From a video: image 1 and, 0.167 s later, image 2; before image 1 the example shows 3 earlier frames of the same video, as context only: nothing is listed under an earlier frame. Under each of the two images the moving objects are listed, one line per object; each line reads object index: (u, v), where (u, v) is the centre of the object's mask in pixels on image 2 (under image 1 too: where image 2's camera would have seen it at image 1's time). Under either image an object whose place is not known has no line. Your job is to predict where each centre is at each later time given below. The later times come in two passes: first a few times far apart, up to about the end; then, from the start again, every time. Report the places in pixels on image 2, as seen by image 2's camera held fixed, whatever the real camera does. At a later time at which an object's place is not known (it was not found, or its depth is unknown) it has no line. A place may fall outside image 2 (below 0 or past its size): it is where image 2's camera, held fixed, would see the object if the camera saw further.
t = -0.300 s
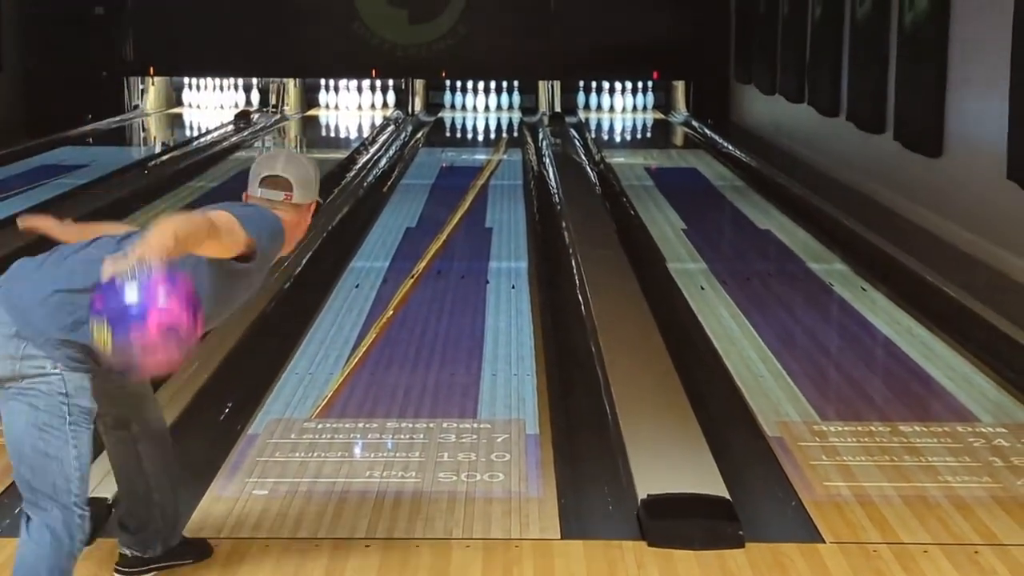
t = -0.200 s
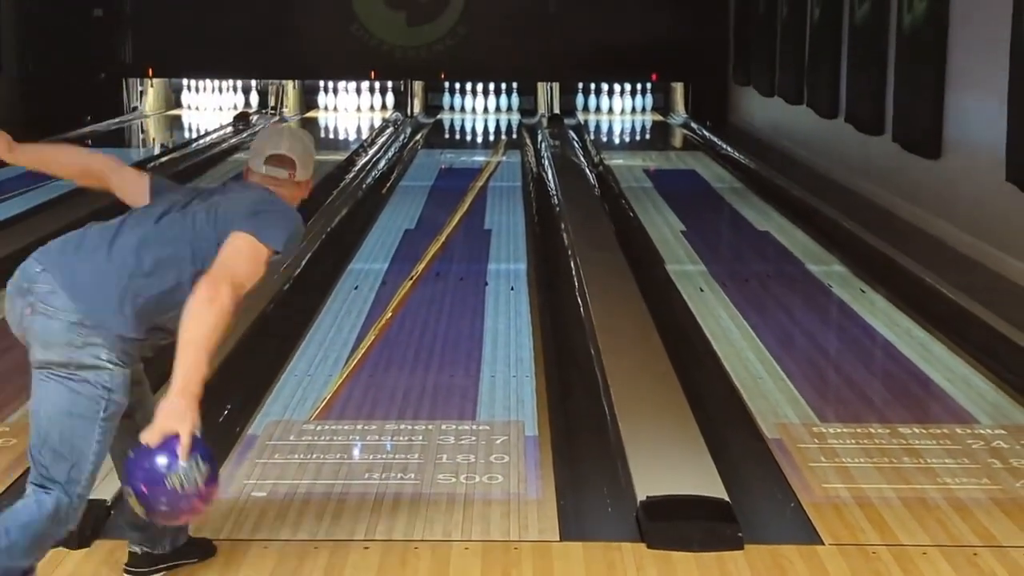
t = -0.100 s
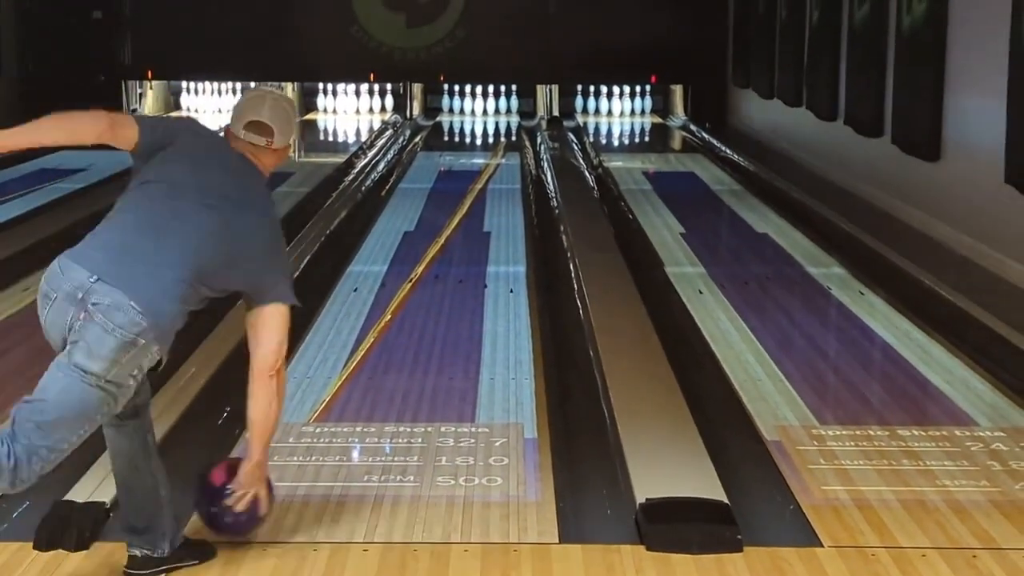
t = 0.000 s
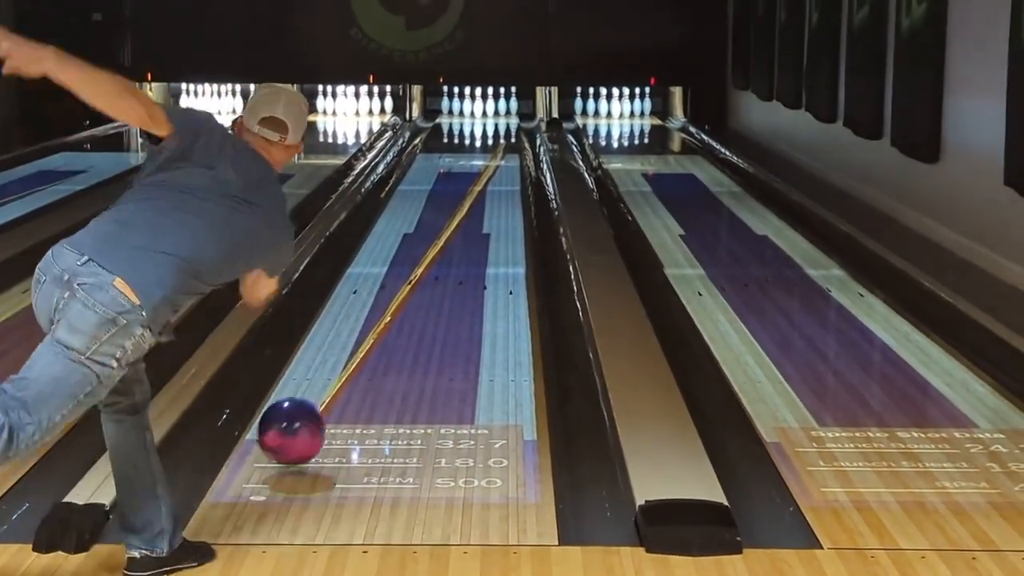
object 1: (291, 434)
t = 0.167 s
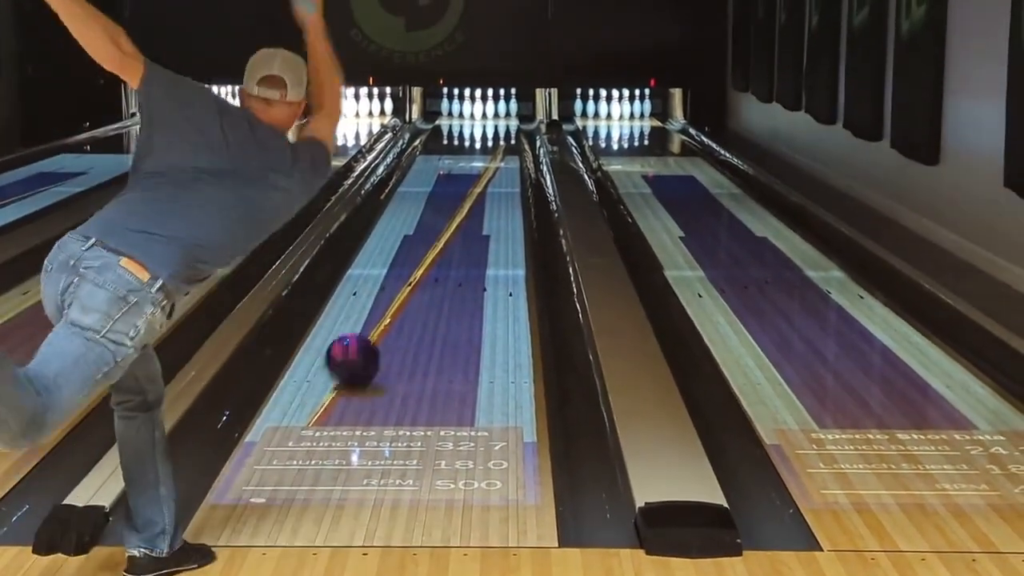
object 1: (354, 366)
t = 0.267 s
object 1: (381, 328)
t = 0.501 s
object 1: (426, 266)
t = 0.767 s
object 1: (457, 219)
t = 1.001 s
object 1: (477, 193)
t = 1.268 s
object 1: (491, 166)
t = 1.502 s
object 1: (500, 151)
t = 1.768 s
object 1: (502, 137)
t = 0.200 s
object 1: (364, 351)
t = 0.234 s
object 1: (373, 339)
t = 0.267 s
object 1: (381, 328)
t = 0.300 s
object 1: (389, 317)
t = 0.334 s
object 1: (396, 307)
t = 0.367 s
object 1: (403, 298)
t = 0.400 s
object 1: (409, 289)
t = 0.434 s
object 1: (416, 281)
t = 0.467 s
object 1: (421, 273)
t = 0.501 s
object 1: (426, 266)
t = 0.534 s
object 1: (430, 257)
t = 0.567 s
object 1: (435, 252)
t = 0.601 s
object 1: (440, 247)
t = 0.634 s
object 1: (443, 241)
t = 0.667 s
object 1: (447, 234)
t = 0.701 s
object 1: (450, 229)
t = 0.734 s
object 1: (454, 224)
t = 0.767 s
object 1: (457, 219)
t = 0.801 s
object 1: (460, 215)
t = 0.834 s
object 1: (463, 210)
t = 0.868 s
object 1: (467, 207)
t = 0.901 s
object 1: (470, 202)
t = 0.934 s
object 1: (473, 199)
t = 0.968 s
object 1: (475, 195)
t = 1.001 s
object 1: (477, 193)
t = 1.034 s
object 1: (479, 188)
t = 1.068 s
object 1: (481, 184)
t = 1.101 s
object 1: (483, 180)
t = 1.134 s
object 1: (484, 177)
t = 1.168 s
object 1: (486, 175)
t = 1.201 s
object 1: (487, 172)
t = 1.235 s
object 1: (489, 169)
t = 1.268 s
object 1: (491, 166)
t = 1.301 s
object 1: (492, 164)
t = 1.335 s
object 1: (494, 162)
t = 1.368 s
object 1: (495, 159)
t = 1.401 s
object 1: (496, 156)
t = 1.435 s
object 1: (497, 155)
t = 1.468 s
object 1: (499, 152)
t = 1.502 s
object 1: (500, 151)
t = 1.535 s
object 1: (501, 149)
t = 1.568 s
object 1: (501, 147)
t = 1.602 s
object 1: (502, 146)
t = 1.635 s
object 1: (503, 144)
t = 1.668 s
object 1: (502, 142)
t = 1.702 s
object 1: (502, 139)
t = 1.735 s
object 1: (502, 138)
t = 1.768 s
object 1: (502, 137)
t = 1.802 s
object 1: (501, 137)
